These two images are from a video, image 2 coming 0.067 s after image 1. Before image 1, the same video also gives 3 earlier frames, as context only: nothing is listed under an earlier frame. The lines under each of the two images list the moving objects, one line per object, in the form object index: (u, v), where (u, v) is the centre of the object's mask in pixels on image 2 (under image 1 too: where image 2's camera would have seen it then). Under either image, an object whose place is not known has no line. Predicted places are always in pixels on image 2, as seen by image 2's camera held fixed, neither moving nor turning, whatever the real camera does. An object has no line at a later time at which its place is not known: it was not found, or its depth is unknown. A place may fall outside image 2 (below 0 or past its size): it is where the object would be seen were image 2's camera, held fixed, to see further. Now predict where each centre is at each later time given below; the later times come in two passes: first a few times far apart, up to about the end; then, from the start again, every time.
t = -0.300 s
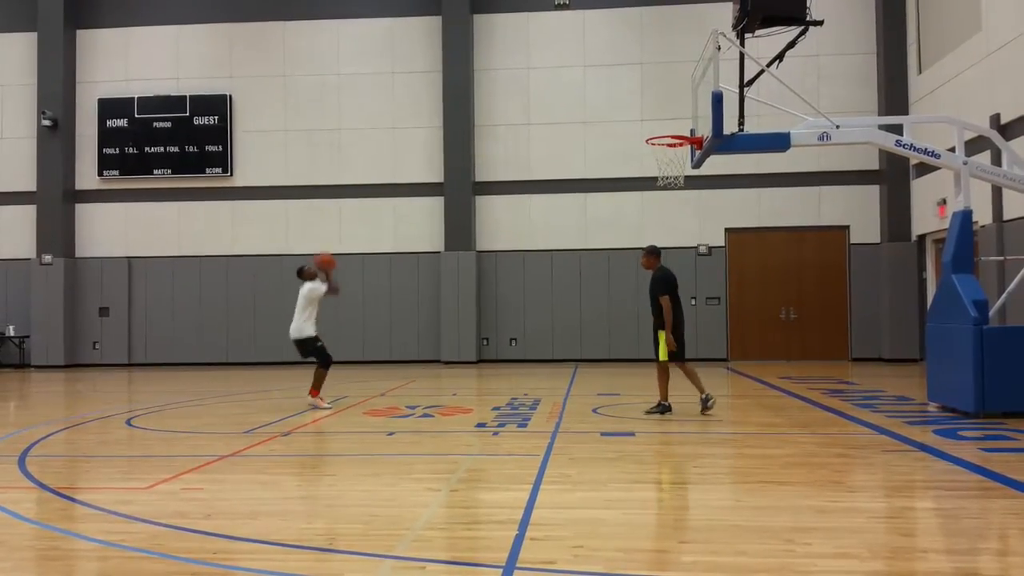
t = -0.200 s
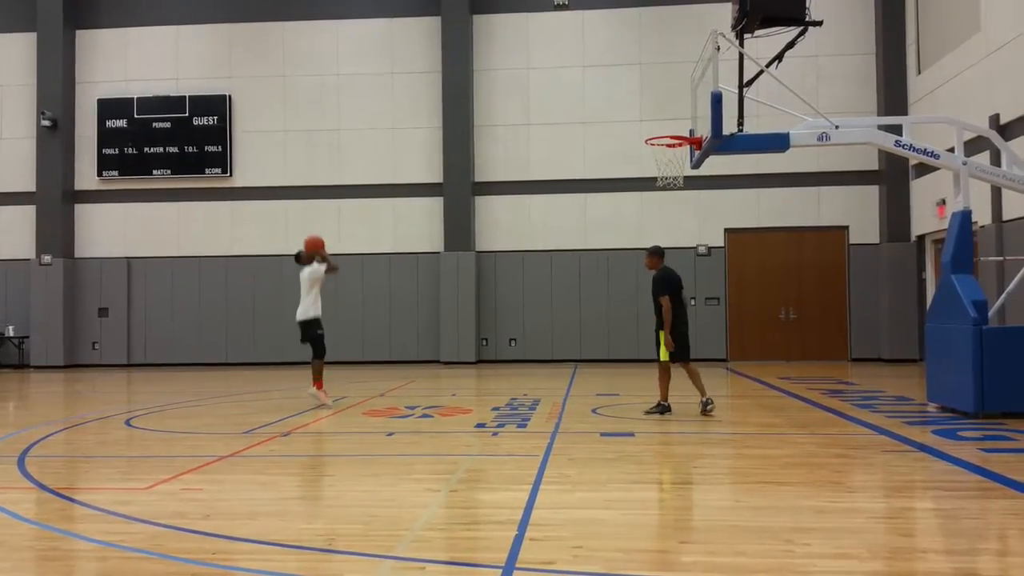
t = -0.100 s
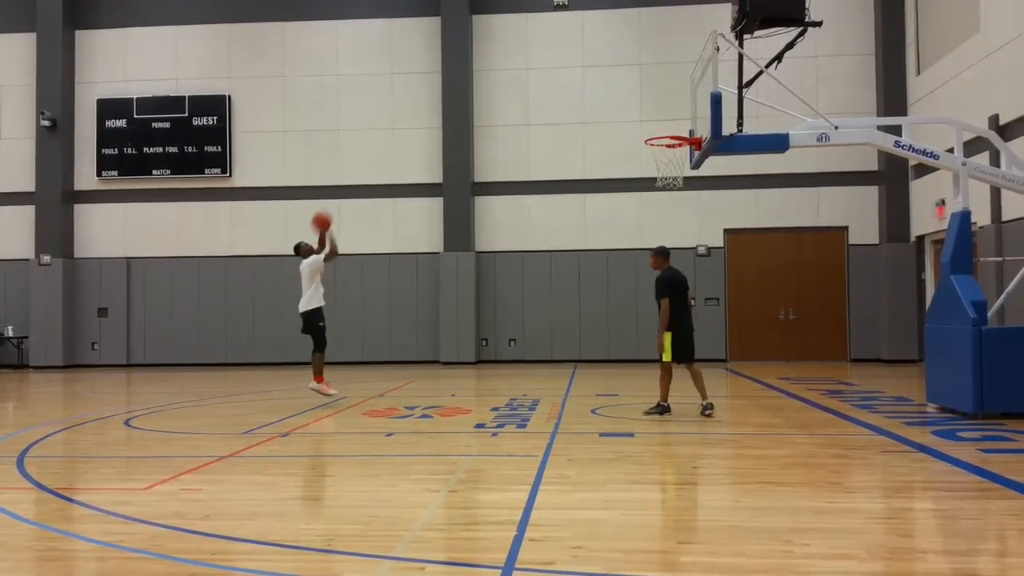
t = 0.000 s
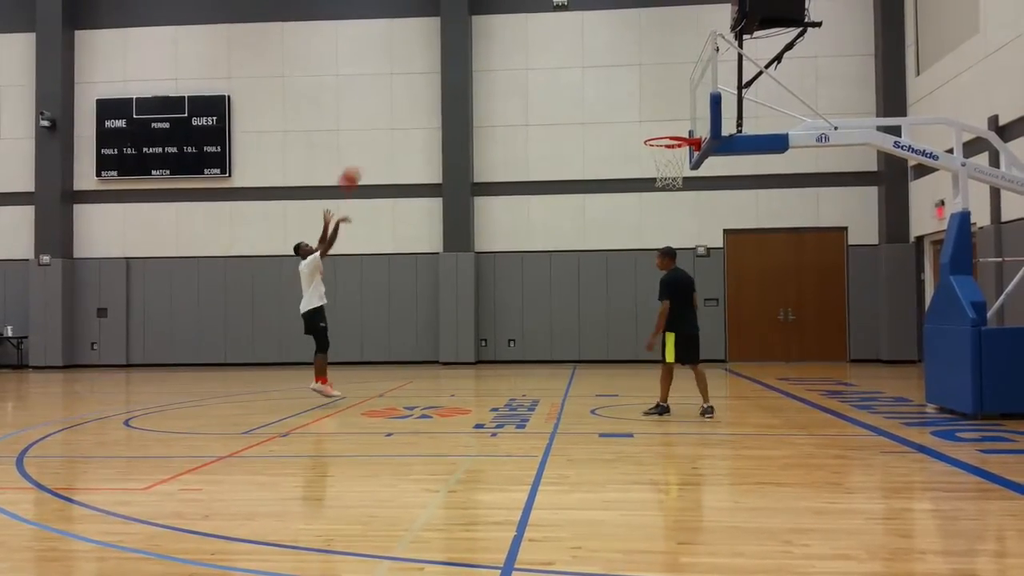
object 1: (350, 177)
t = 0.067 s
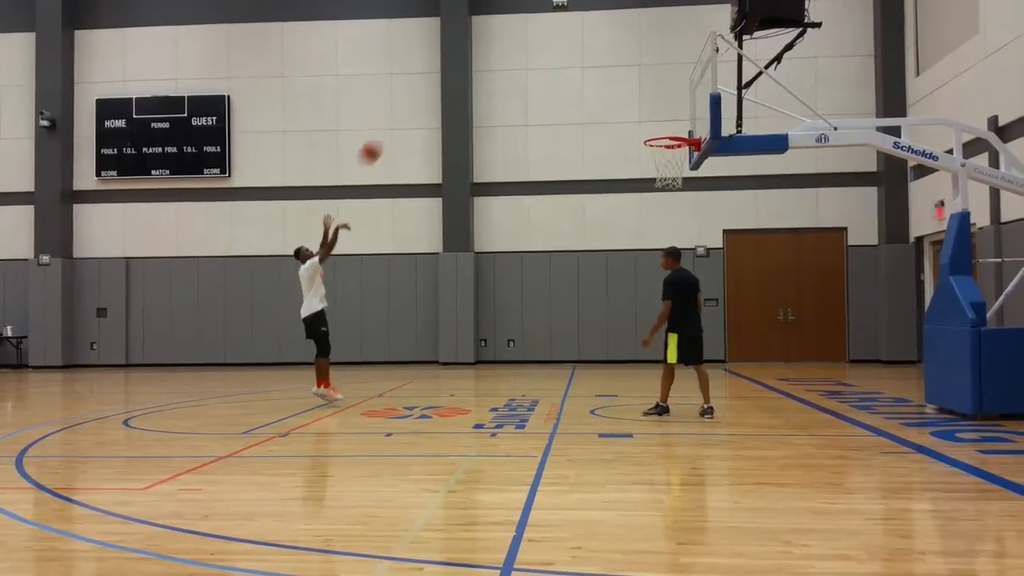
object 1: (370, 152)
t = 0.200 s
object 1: (413, 109)
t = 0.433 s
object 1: (489, 65)
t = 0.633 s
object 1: (557, 61)
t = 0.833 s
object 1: (626, 91)
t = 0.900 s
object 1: (650, 109)
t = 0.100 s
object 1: (381, 140)
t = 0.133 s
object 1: (391, 129)
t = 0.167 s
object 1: (402, 118)
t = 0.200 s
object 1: (413, 109)
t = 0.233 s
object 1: (424, 100)
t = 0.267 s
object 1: (435, 92)
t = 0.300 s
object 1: (446, 84)
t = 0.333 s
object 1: (457, 78)
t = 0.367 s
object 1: (467, 72)
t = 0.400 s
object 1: (479, 69)
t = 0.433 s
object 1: (489, 65)
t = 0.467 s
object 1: (500, 62)
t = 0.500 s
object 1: (511, 60)
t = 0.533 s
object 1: (523, 59)
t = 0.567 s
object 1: (534, 59)
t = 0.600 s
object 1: (546, 59)
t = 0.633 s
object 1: (557, 61)
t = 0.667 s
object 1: (569, 64)
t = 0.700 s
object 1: (580, 67)
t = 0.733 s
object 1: (591, 72)
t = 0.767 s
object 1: (603, 77)
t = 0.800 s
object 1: (614, 83)
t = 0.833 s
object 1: (626, 91)
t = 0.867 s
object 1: (638, 99)
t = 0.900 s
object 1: (650, 109)
